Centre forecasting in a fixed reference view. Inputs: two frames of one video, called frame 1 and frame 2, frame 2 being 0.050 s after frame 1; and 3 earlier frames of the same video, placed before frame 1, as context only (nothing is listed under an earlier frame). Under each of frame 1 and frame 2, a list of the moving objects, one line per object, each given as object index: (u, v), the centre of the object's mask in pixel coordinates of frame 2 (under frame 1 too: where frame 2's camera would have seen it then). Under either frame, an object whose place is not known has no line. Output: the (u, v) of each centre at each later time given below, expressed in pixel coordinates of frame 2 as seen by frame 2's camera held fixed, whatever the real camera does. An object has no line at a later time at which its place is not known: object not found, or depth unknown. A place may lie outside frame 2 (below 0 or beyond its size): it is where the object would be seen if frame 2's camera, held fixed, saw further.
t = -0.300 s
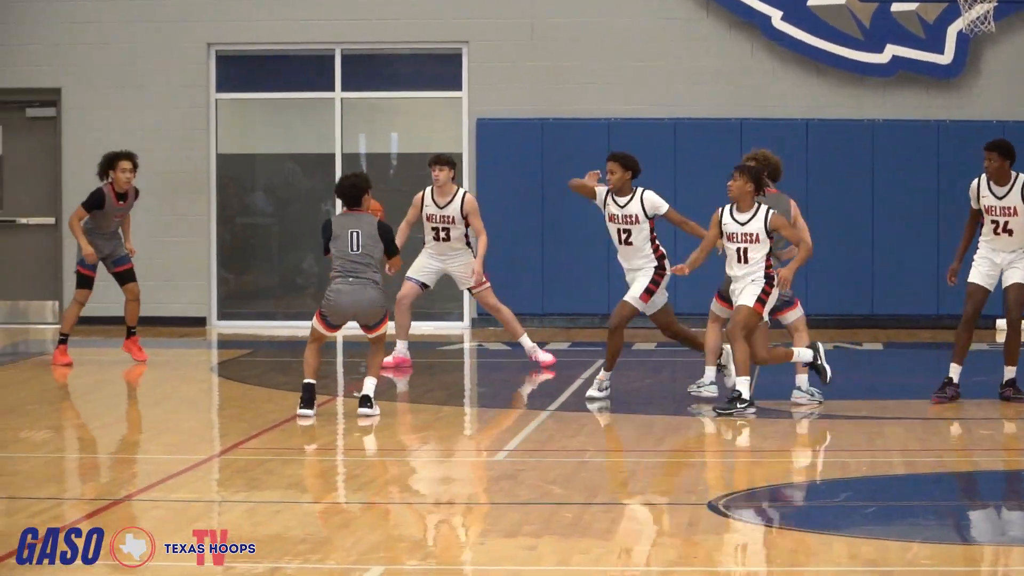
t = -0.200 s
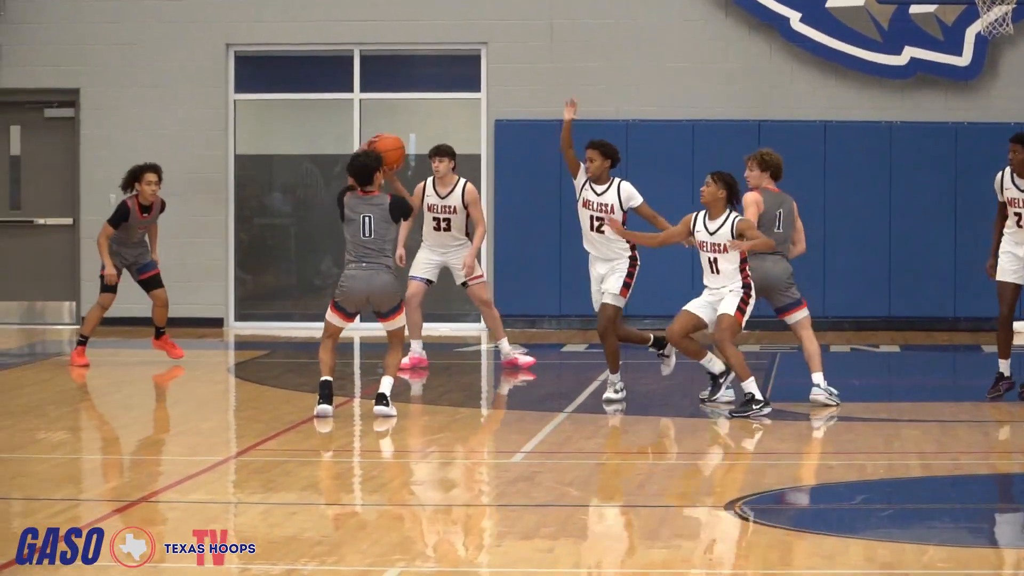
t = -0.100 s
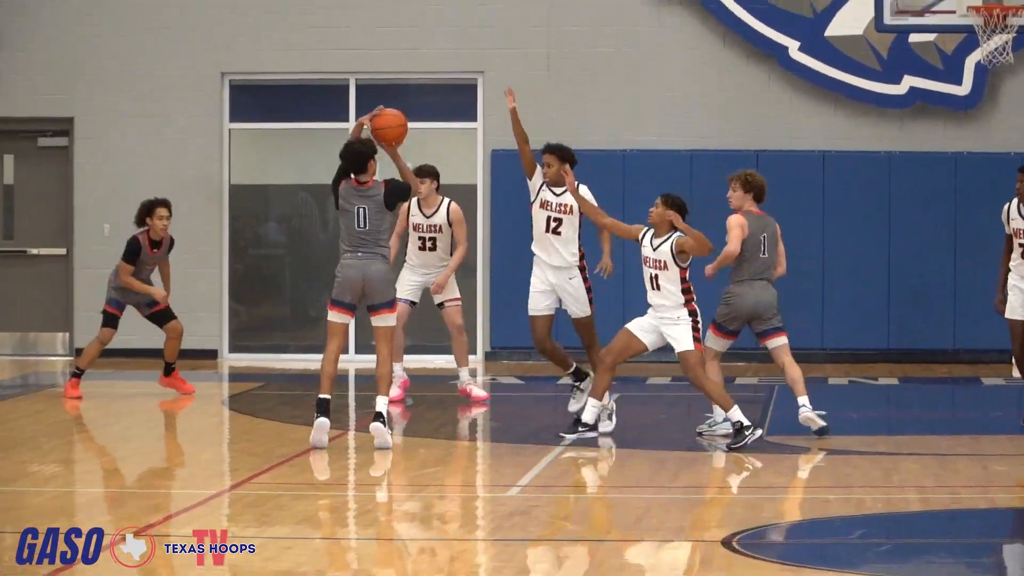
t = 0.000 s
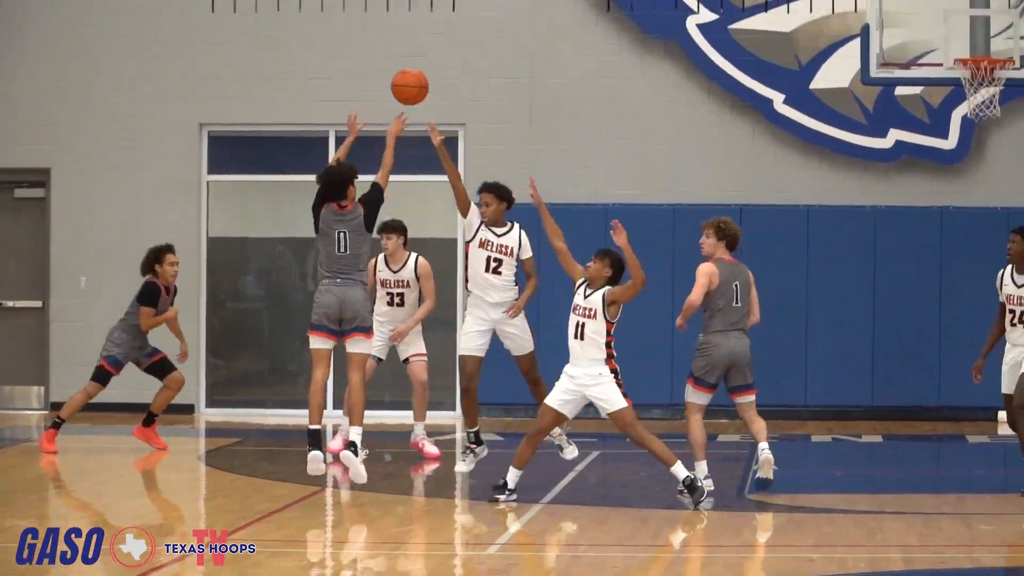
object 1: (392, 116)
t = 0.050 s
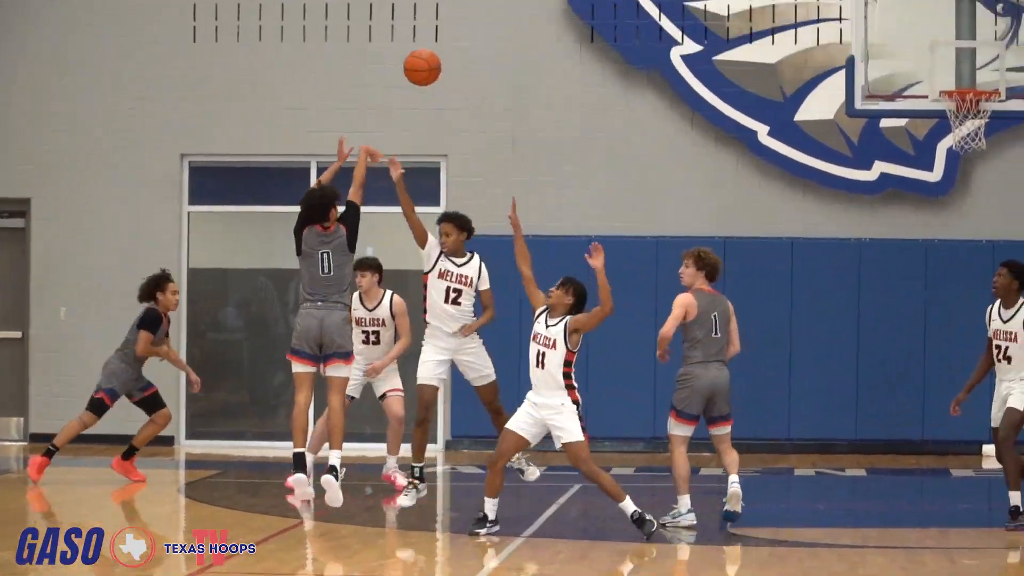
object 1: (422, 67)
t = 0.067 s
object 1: (432, 52)
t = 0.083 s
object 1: (442, 37)
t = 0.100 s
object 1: (452, 24)
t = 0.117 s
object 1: (461, 10)
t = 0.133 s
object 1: (471, -4)
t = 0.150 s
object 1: (481, -16)
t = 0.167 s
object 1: (491, -29)
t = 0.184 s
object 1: (501, -41)
